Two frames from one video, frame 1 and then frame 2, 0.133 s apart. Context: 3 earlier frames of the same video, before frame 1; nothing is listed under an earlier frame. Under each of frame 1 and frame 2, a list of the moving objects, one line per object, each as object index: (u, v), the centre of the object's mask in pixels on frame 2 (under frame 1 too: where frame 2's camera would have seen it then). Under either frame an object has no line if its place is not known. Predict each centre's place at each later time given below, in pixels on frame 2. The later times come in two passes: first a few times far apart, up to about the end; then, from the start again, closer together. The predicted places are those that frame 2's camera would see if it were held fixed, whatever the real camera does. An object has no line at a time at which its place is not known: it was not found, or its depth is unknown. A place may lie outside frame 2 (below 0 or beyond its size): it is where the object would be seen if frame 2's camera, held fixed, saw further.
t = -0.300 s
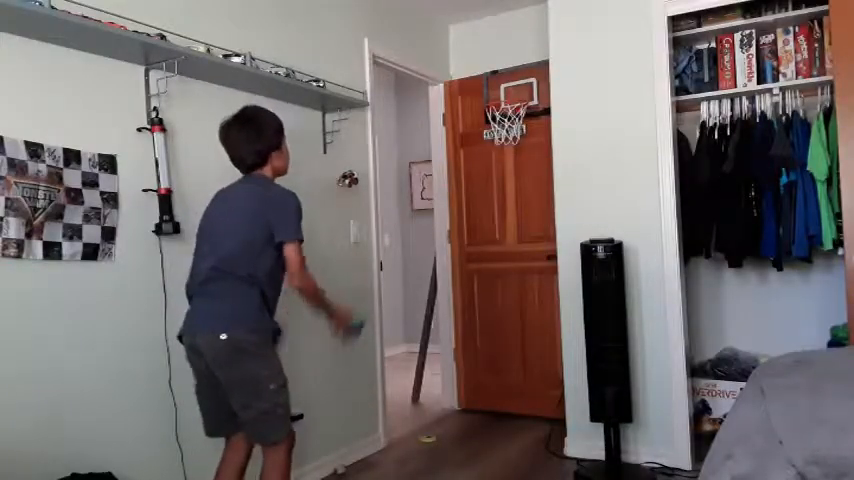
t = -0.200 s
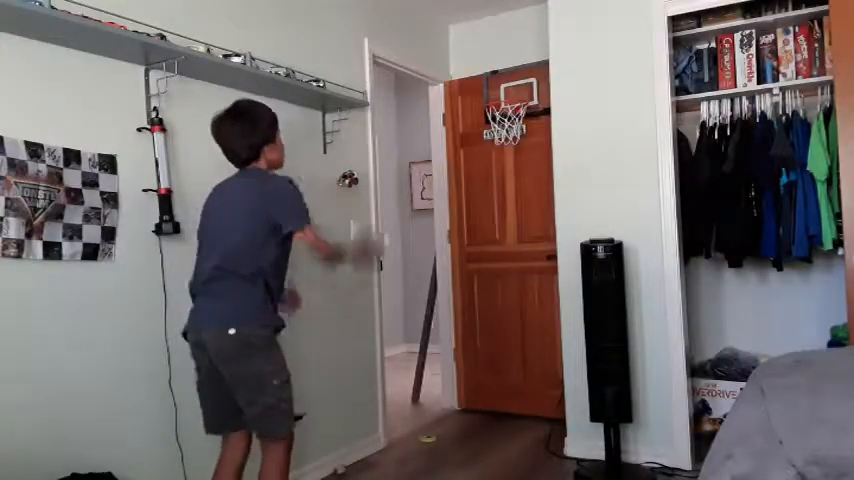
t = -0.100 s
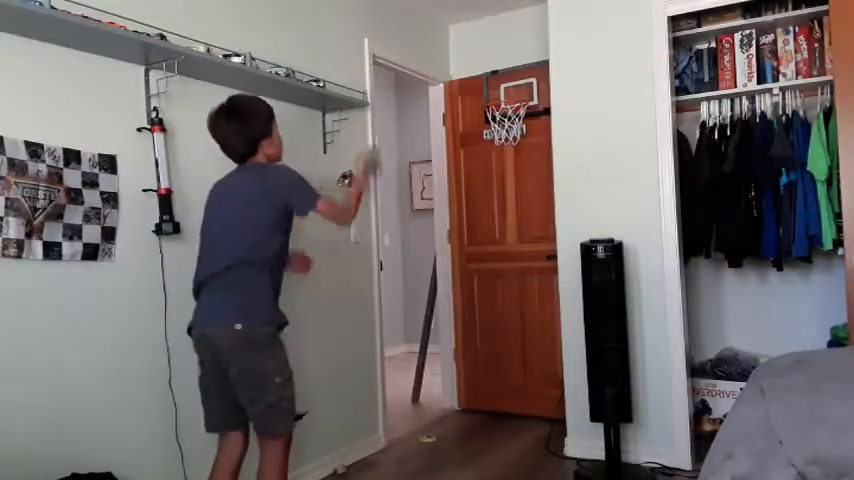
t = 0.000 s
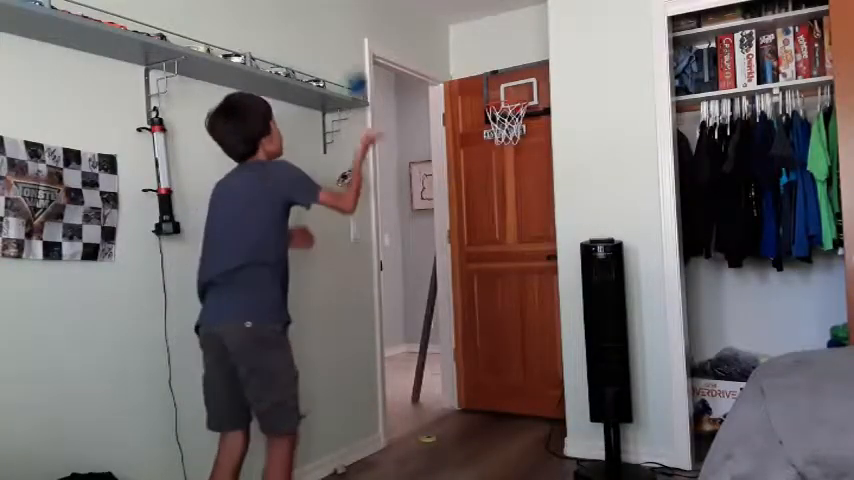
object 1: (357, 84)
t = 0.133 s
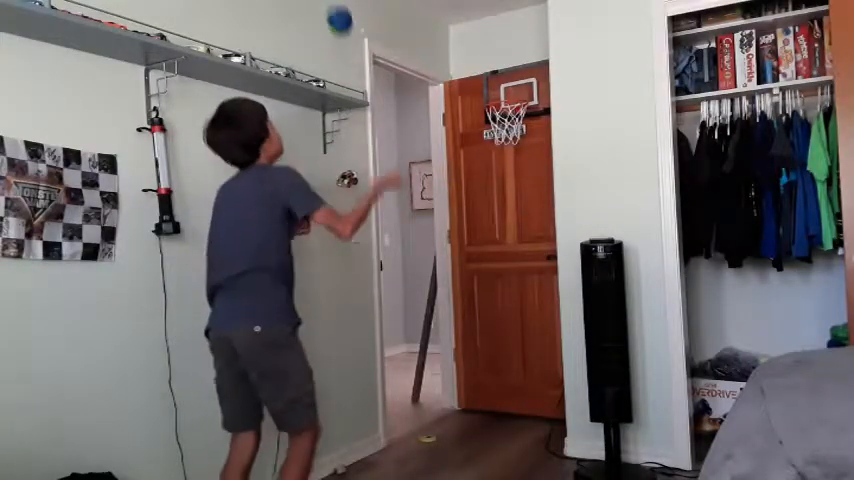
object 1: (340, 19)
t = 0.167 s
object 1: (336, 11)
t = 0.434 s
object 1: (311, 42)
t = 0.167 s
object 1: (336, 11)
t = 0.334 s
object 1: (319, 10)
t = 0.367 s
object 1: (316, 16)
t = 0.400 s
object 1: (313, 29)
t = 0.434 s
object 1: (311, 42)
